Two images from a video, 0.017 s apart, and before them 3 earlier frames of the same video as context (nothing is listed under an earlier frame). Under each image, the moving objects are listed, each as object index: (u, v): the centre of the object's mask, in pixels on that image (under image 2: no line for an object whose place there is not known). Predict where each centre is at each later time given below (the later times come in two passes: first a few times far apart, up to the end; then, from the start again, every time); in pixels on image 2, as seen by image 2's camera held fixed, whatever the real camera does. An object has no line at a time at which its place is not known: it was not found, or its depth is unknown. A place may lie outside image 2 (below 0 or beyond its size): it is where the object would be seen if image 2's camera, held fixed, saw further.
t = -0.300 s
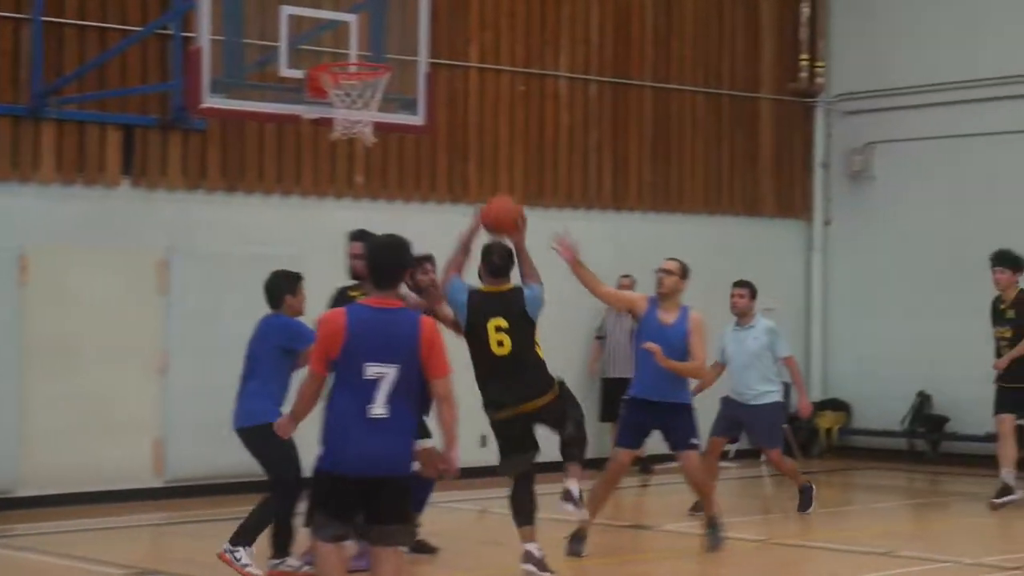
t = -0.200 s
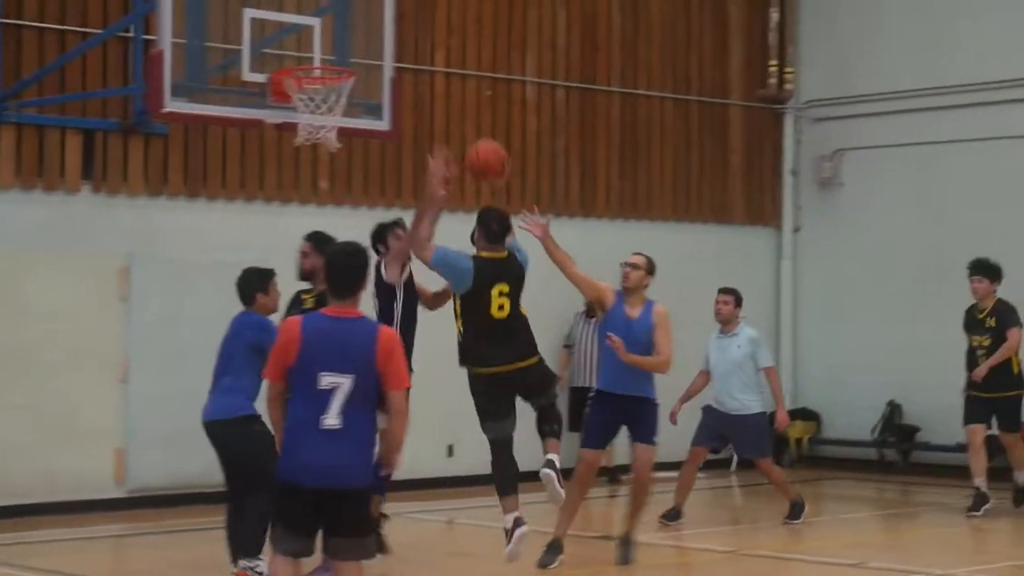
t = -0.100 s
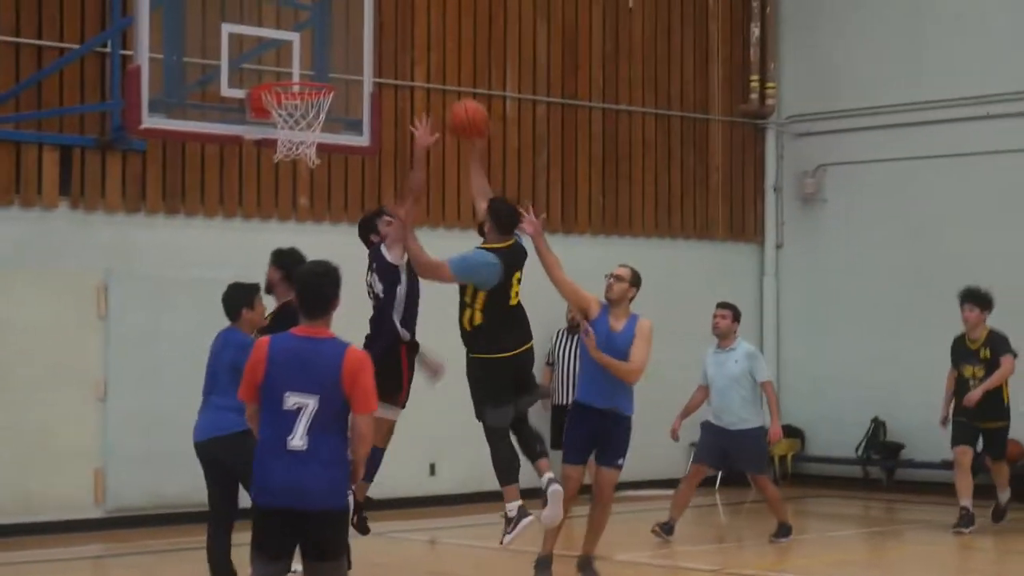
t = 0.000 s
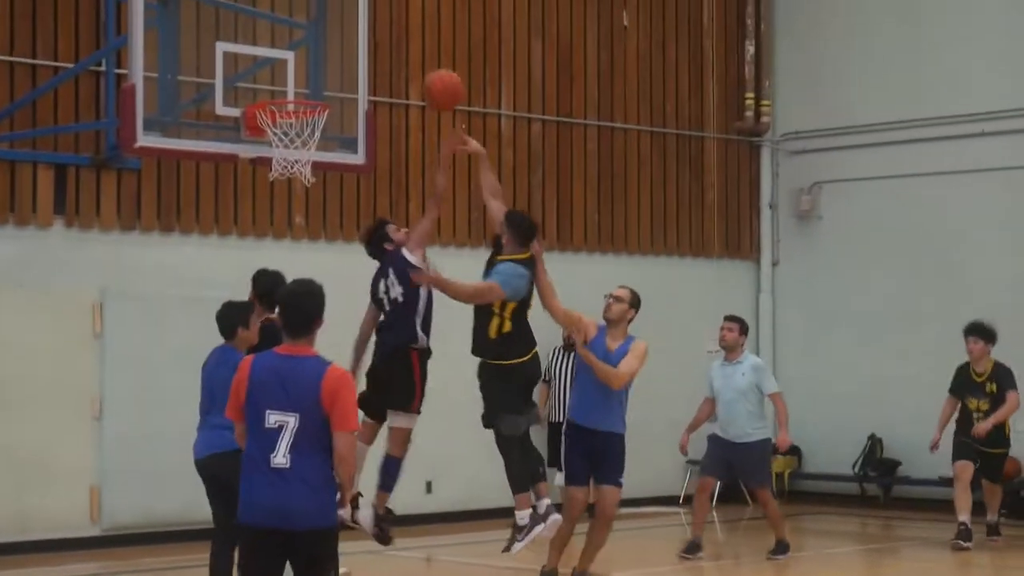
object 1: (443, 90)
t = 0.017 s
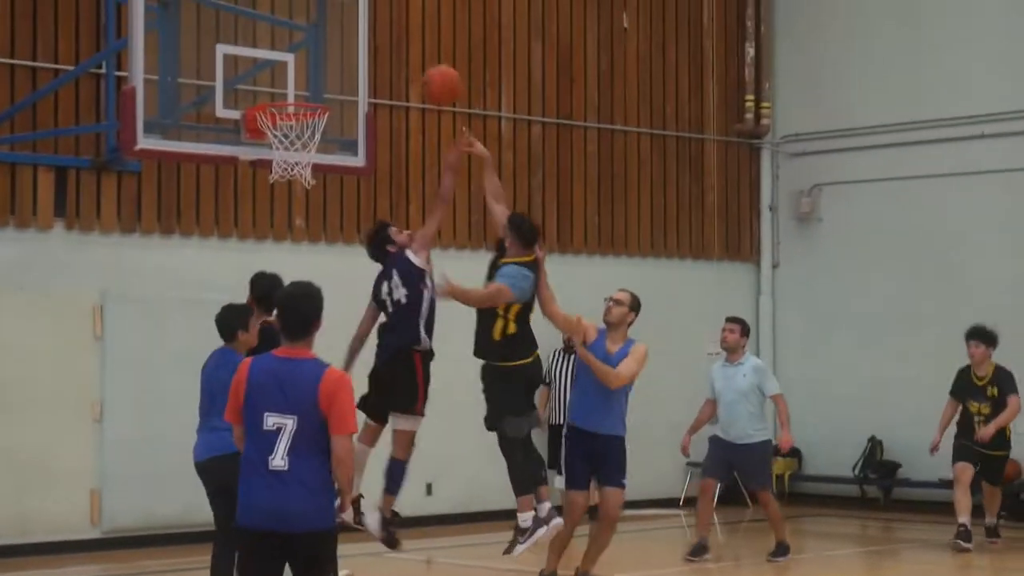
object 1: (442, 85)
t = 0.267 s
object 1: (419, 46)
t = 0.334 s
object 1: (415, 52)
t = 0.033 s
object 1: (441, 79)
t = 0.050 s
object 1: (438, 74)
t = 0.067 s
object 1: (436, 68)
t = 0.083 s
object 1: (434, 64)
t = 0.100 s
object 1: (434, 60)
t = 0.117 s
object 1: (433, 57)
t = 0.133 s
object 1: (432, 54)
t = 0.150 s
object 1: (430, 51)
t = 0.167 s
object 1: (428, 49)
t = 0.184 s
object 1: (426, 48)
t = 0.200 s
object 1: (424, 47)
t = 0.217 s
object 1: (423, 46)
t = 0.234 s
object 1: (424, 45)
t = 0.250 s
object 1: (421, 45)
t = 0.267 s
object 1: (419, 46)
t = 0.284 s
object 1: (418, 47)
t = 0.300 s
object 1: (416, 48)
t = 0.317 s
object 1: (415, 49)
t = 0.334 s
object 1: (415, 52)
